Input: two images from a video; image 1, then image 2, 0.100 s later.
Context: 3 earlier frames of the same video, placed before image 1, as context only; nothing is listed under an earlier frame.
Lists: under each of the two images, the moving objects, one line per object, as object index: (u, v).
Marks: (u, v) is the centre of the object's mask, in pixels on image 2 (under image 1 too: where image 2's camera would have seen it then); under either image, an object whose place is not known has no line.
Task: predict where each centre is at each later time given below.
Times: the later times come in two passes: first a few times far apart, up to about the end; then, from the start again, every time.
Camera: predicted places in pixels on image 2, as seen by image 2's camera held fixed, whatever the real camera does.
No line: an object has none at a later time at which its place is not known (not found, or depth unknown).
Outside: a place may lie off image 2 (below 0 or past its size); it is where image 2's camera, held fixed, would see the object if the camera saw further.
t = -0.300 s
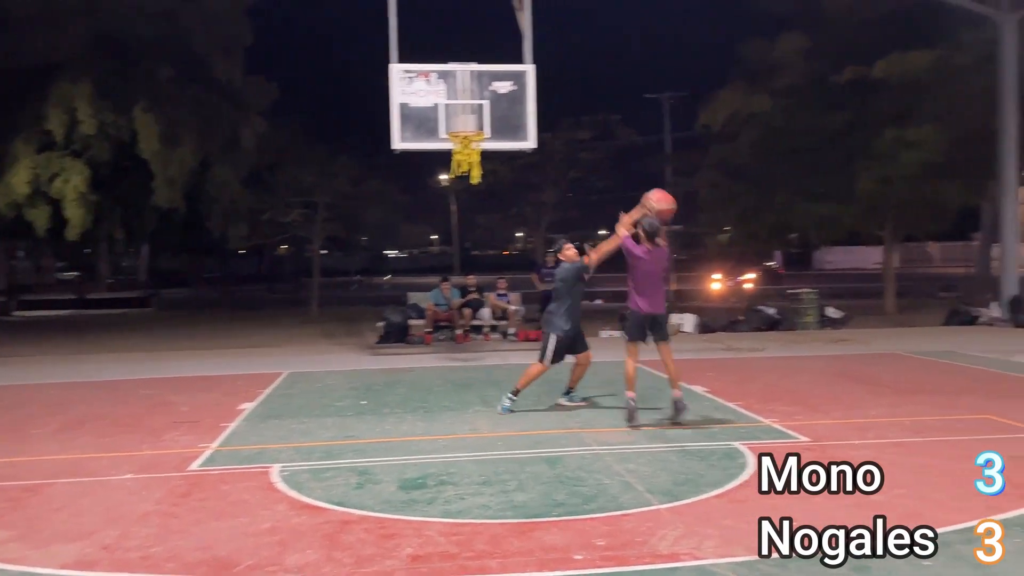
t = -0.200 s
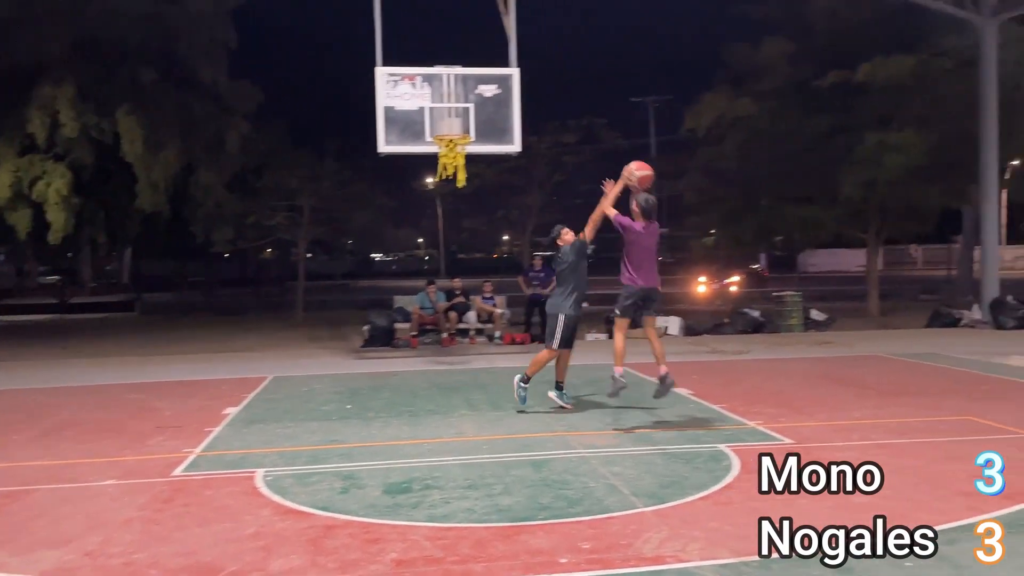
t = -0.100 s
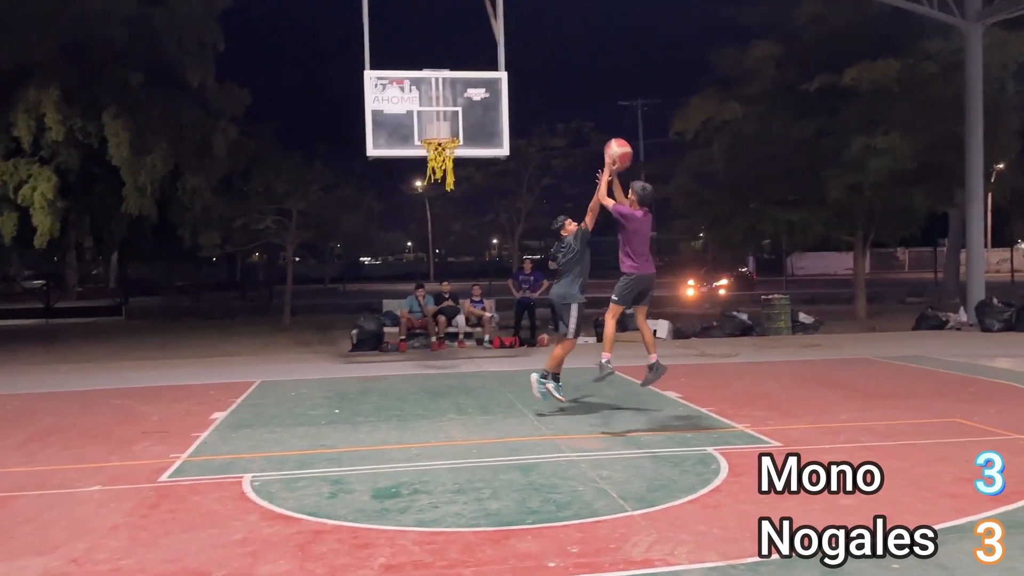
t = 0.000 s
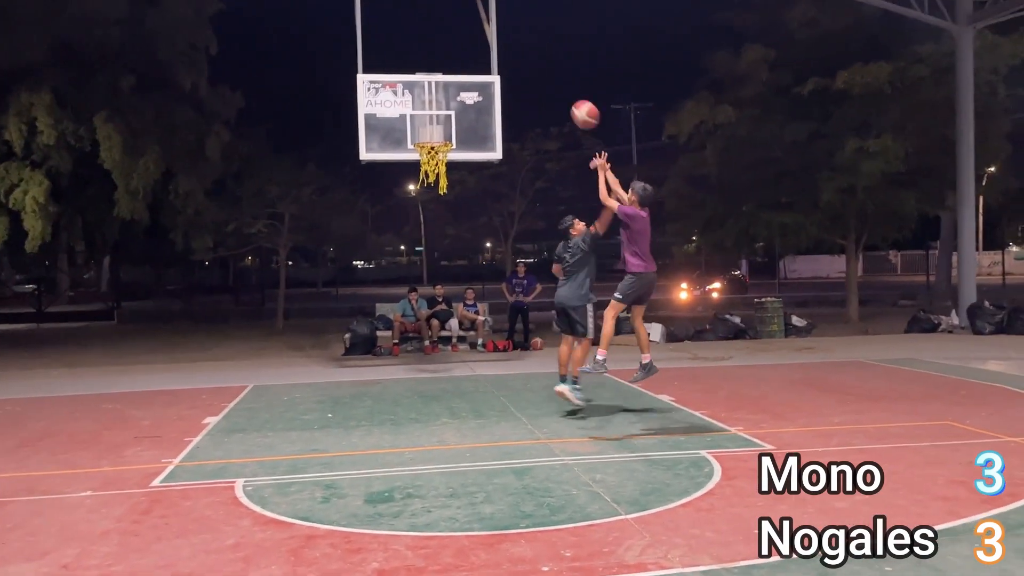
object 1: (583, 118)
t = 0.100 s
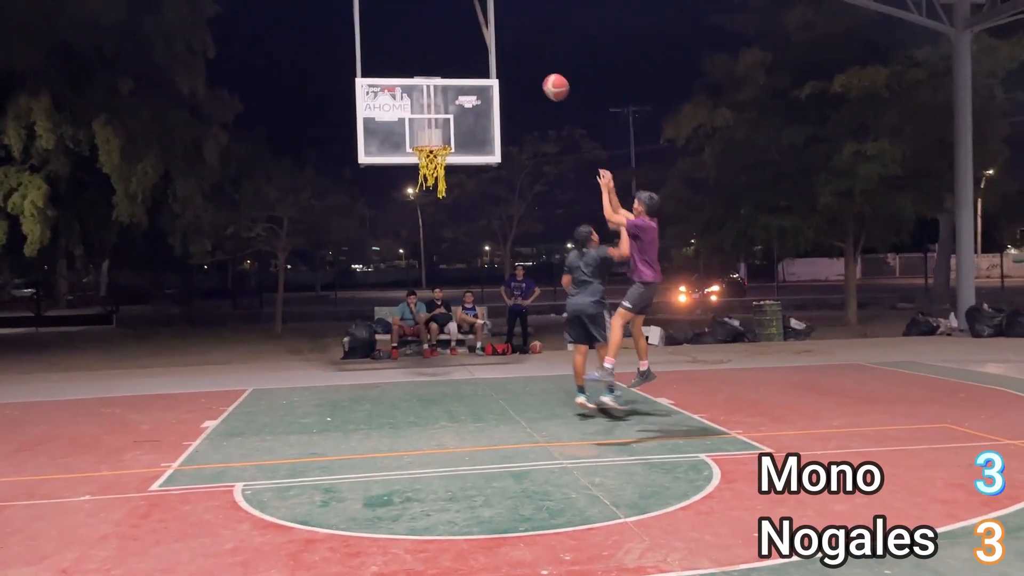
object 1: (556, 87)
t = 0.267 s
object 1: (515, 61)
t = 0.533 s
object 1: (461, 75)
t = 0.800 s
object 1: (420, 139)
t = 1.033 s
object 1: (466, 143)
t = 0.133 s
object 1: (547, 80)
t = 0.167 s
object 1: (539, 73)
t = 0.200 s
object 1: (531, 68)
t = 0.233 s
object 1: (523, 64)
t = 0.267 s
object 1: (515, 61)
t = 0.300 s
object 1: (508, 60)
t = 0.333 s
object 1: (501, 59)
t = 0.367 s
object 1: (494, 59)
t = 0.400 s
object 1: (487, 61)
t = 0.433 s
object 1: (480, 63)
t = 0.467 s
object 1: (473, 66)
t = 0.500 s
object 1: (467, 70)
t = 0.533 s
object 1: (461, 75)
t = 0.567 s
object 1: (455, 80)
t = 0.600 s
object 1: (449, 87)
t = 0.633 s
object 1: (444, 95)
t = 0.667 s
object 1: (438, 103)
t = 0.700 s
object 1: (433, 111)
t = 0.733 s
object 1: (428, 122)
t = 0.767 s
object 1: (423, 131)
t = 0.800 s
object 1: (420, 139)
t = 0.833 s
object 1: (426, 138)
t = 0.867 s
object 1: (433, 137)
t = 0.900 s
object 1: (440, 137)
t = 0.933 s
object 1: (446, 137)
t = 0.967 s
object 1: (452, 137)
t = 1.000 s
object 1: (460, 140)
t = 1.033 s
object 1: (466, 143)
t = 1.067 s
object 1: (472, 147)
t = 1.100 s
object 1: (478, 148)
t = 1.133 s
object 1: (483, 151)
